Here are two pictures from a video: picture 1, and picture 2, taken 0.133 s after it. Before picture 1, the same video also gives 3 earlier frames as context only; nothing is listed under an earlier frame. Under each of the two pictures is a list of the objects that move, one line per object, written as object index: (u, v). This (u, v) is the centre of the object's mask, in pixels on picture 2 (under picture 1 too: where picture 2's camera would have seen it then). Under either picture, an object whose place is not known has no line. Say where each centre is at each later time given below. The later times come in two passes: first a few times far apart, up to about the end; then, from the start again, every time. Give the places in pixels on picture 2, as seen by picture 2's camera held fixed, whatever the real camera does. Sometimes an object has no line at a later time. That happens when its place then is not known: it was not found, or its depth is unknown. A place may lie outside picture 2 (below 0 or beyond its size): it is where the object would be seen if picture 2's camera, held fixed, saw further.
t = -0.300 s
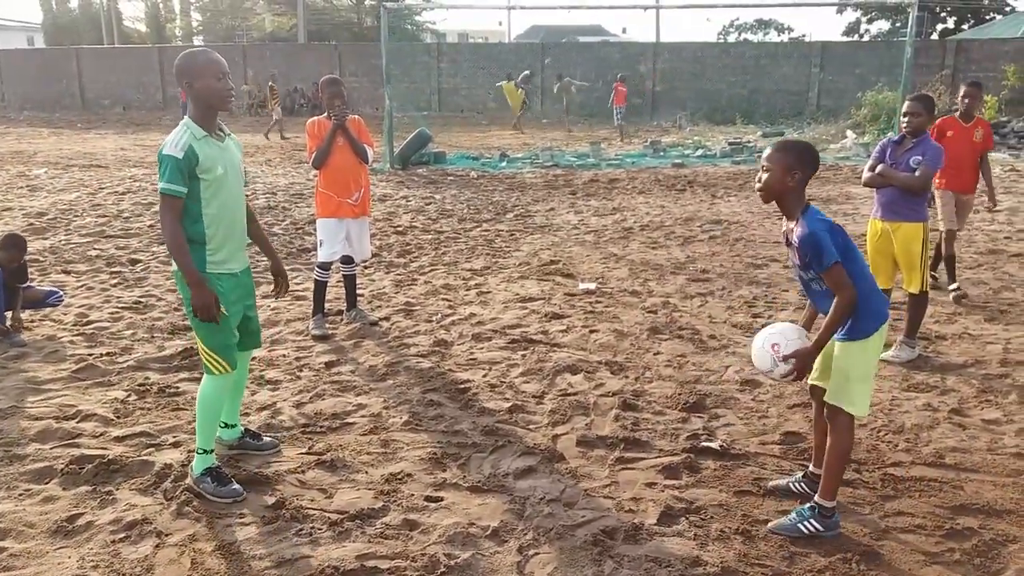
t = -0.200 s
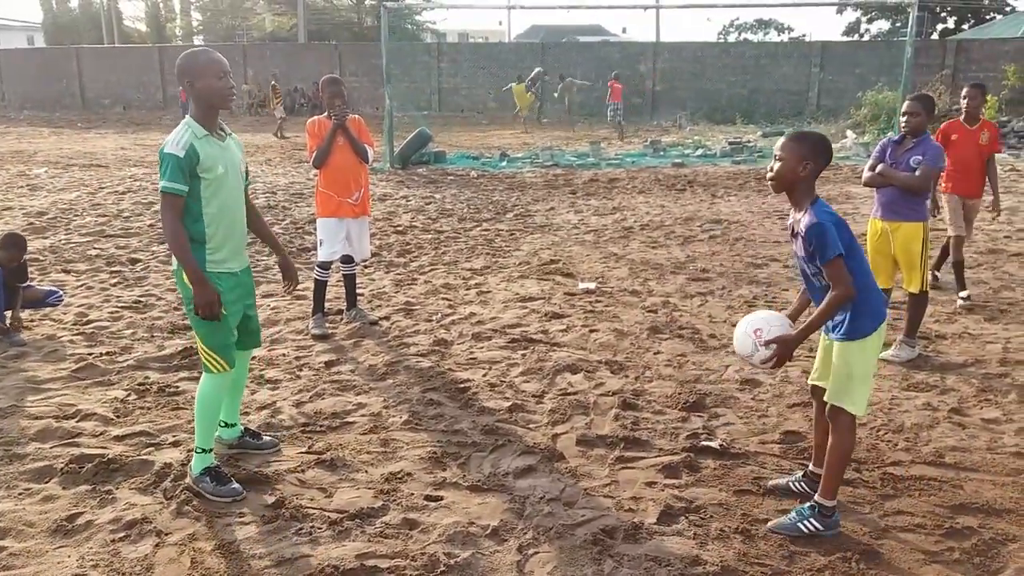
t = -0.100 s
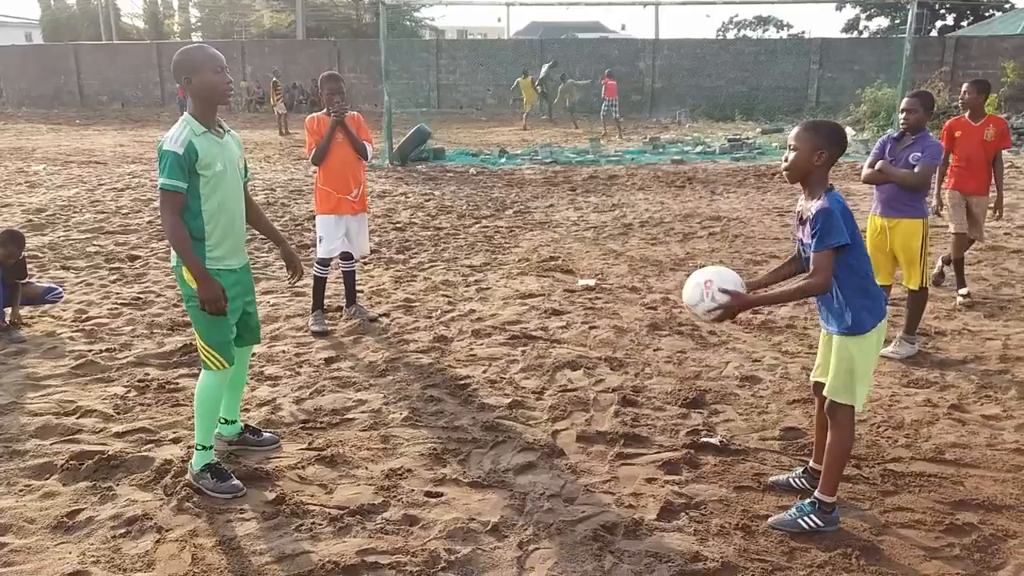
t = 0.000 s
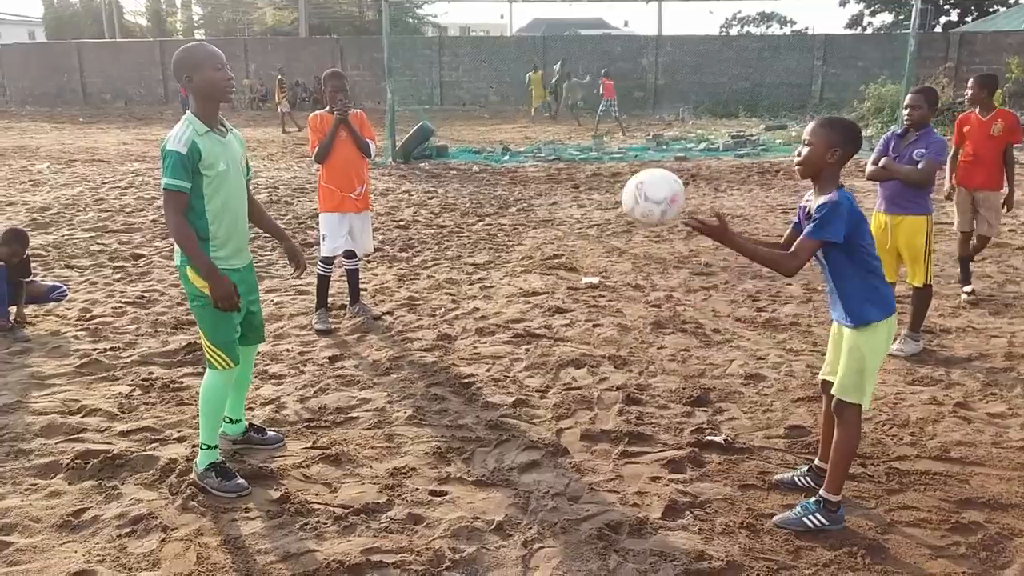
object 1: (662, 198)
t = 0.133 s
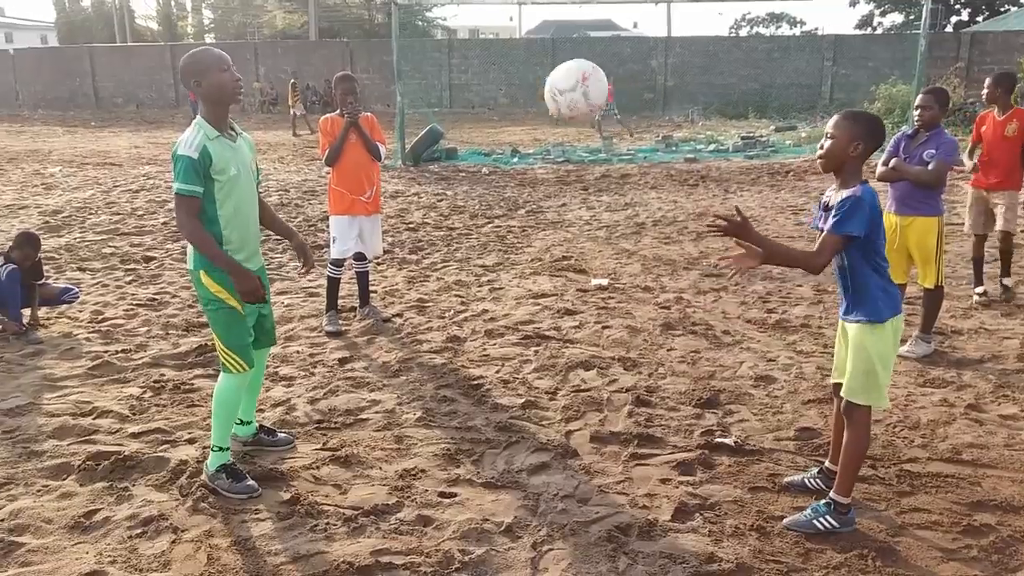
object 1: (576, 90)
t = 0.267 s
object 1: (485, 29)
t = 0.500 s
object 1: (330, 43)
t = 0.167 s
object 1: (554, 70)
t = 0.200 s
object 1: (531, 53)
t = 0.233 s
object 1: (509, 41)
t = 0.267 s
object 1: (485, 29)
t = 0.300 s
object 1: (463, 24)
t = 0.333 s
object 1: (440, 22)
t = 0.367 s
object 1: (417, 22)
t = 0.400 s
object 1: (395, 24)
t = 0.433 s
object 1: (373, 27)
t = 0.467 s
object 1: (351, 33)
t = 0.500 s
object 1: (330, 43)
